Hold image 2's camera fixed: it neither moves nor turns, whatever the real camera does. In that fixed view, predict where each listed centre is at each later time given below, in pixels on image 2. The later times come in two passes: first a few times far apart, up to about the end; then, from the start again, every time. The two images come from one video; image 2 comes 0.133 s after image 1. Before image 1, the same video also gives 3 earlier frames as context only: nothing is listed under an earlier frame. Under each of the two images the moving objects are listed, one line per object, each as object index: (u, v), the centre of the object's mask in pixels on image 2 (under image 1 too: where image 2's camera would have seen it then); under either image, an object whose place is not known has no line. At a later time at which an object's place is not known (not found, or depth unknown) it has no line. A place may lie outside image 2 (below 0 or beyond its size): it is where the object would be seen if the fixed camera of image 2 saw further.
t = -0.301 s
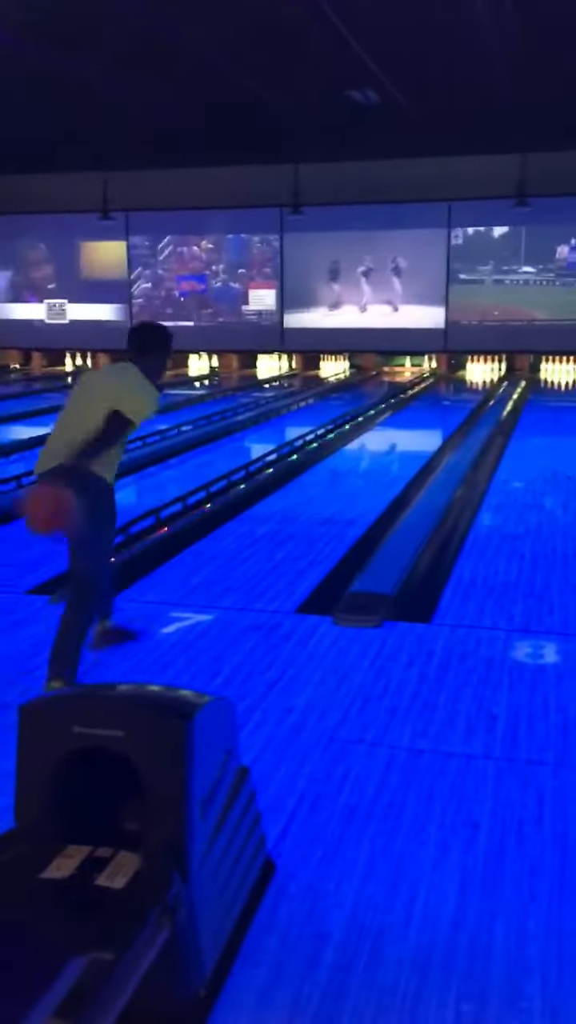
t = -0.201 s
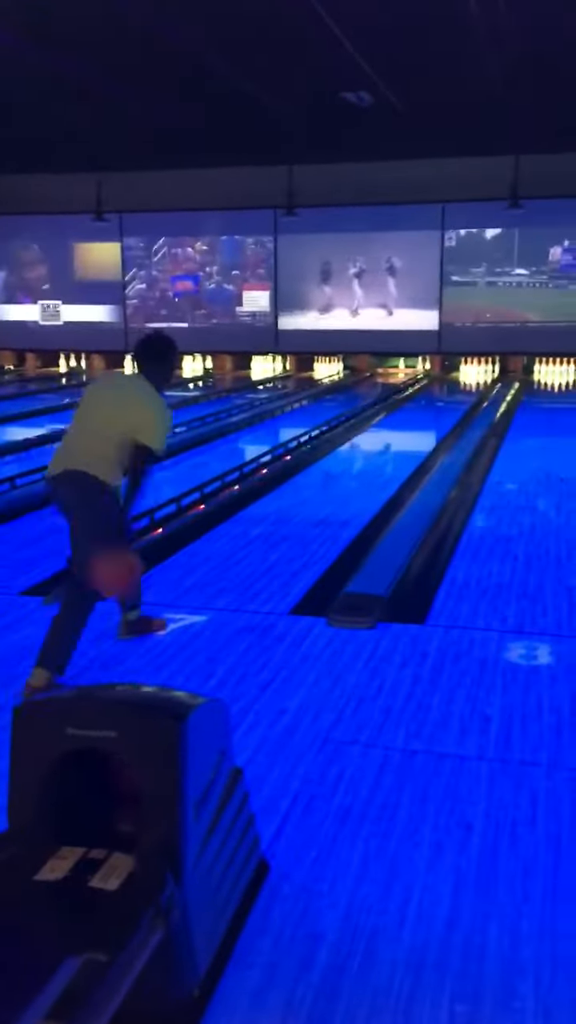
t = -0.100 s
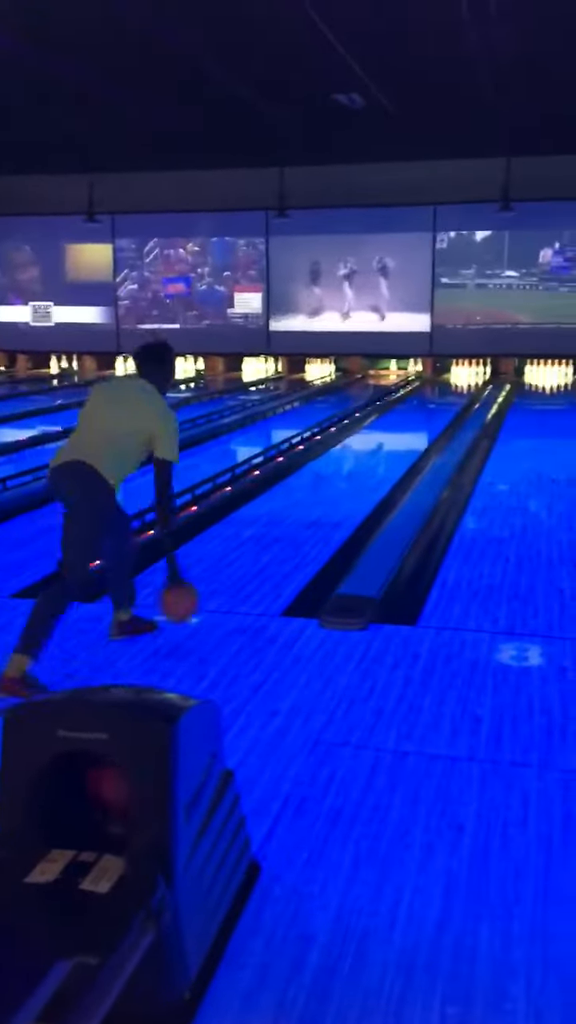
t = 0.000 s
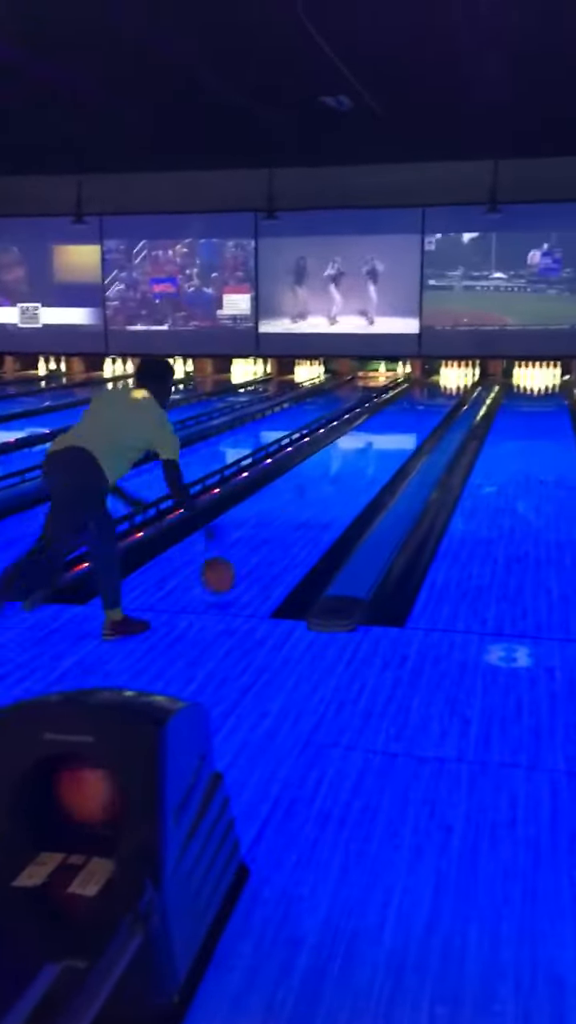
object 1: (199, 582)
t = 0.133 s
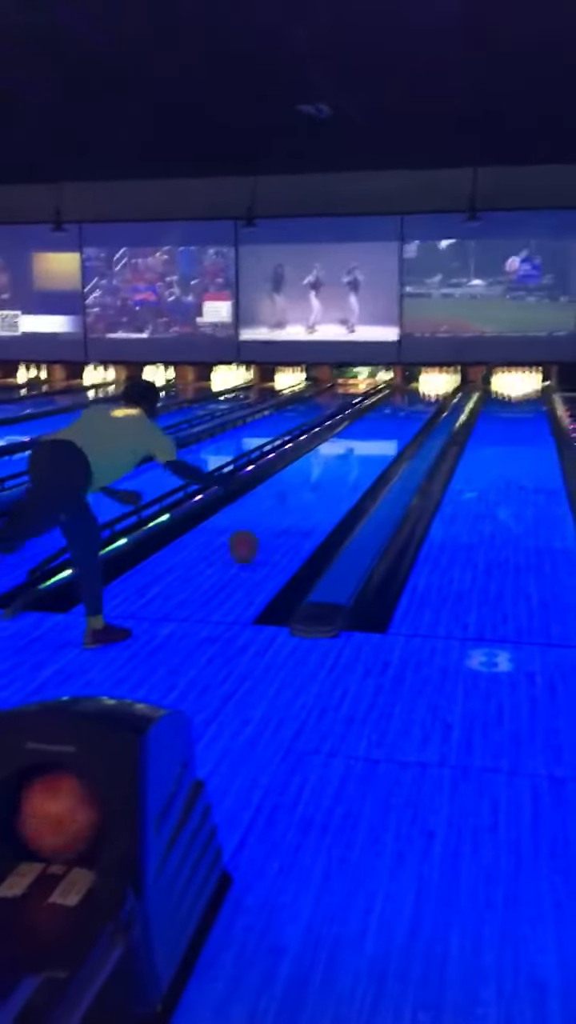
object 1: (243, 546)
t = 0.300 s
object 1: (281, 508)
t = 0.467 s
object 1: (307, 480)
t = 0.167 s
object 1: (251, 538)
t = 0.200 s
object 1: (260, 530)
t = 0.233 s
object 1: (268, 522)
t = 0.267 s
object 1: (274, 515)
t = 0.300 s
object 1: (281, 508)
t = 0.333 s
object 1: (287, 502)
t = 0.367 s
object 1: (293, 495)
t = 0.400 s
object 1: (298, 490)
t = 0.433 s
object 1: (302, 484)
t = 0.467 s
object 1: (307, 480)
